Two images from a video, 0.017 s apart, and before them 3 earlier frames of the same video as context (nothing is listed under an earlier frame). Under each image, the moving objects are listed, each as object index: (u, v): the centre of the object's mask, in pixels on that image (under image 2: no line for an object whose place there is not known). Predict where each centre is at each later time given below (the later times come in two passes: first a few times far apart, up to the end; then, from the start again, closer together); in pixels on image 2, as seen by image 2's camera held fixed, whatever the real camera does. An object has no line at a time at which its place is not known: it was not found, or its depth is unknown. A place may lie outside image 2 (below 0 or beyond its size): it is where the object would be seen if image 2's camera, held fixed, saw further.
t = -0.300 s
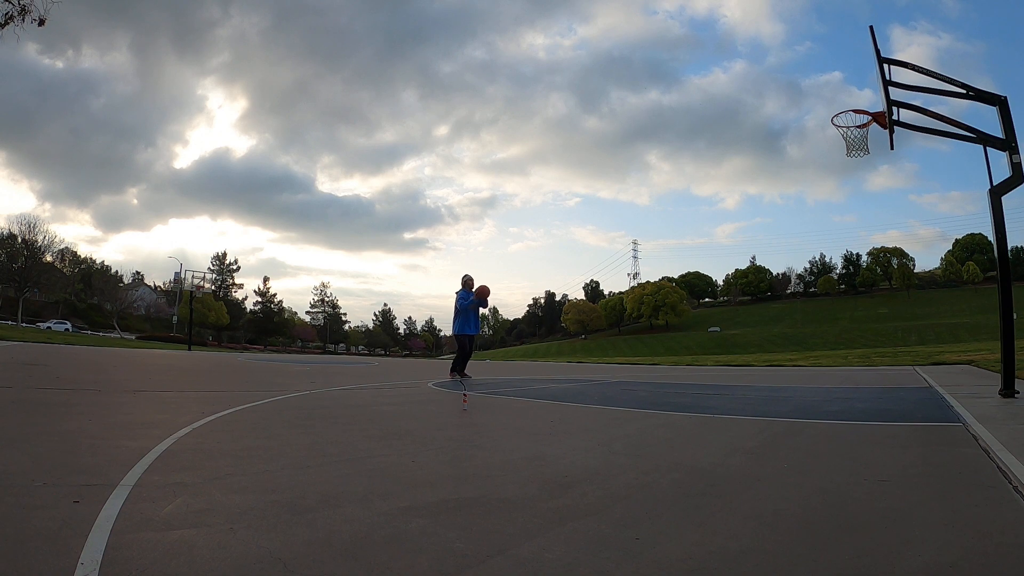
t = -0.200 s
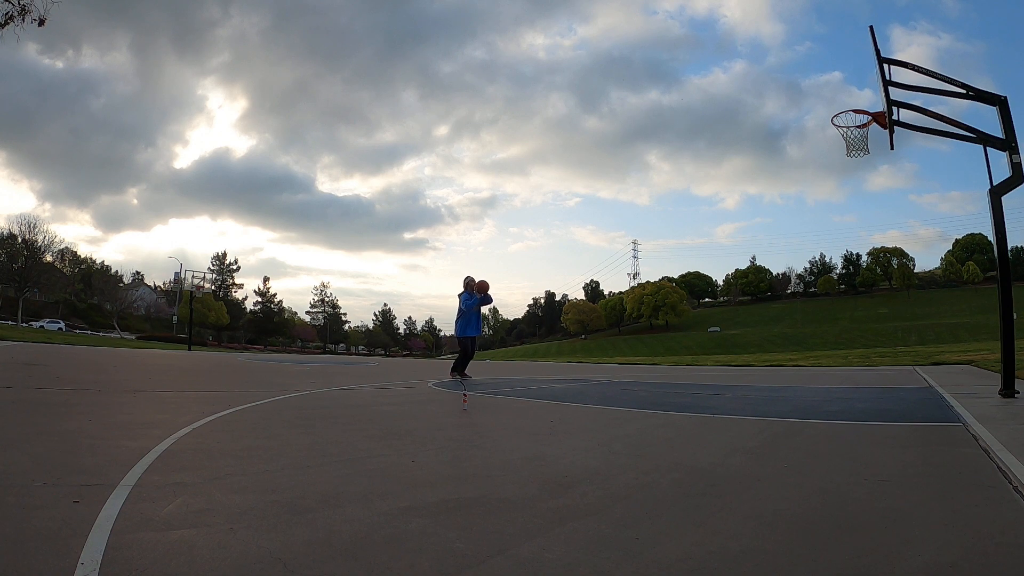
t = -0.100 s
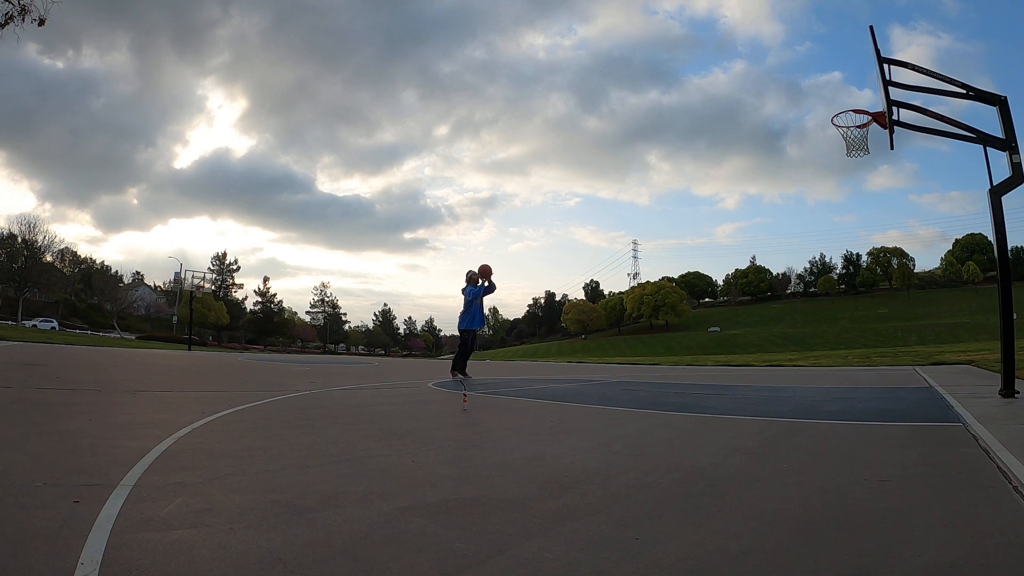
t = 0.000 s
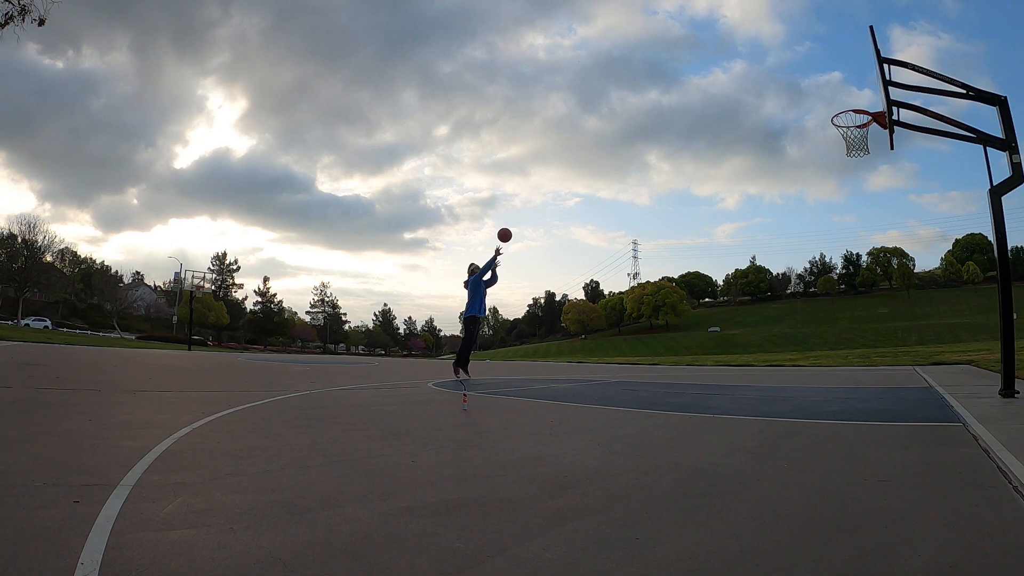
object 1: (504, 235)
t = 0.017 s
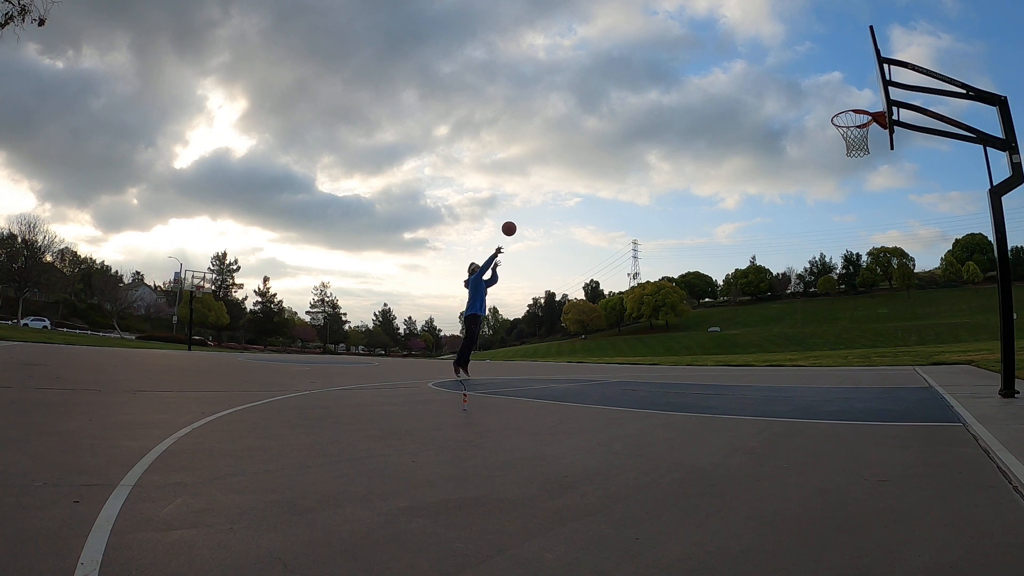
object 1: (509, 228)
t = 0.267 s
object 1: (581, 146)
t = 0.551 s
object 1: (676, 93)
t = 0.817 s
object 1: (784, 89)
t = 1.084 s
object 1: (855, 149)
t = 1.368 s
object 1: (831, 210)
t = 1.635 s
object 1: (812, 320)
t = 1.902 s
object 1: (787, 329)
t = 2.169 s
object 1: (759, 276)
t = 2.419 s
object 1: (736, 274)
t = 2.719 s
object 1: (712, 327)
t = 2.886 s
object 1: (699, 378)
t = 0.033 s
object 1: (513, 222)
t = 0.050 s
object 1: (518, 216)
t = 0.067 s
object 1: (522, 210)
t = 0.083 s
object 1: (527, 204)
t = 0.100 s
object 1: (532, 198)
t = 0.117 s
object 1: (536, 192)
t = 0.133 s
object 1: (541, 186)
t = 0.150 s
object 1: (546, 181)
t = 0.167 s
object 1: (551, 175)
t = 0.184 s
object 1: (556, 170)
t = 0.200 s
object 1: (561, 165)
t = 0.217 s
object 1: (565, 160)
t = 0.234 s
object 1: (571, 155)
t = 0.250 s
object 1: (576, 151)
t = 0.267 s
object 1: (581, 146)
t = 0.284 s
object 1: (586, 142)
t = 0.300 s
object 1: (591, 138)
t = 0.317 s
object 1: (596, 134)
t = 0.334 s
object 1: (601, 130)
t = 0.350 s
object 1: (607, 126)
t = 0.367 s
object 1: (612, 122)
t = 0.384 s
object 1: (618, 119)
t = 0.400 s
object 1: (623, 116)
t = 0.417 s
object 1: (629, 112)
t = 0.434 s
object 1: (634, 109)
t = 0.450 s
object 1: (640, 106)
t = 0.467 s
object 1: (646, 104)
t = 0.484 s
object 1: (652, 101)
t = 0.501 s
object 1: (658, 99)
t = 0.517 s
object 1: (663, 97)
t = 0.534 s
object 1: (670, 95)
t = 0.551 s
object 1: (676, 93)
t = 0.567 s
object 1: (682, 91)
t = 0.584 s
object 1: (688, 90)
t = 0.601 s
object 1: (694, 88)
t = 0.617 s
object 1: (701, 87)
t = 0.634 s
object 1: (707, 86)
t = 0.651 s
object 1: (714, 86)
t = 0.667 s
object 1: (720, 85)
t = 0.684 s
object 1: (727, 85)
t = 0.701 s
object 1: (734, 84)
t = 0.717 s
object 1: (740, 84)
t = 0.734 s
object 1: (747, 85)
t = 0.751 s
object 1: (755, 85)
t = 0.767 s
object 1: (762, 86)
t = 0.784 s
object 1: (769, 87)
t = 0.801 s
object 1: (776, 88)
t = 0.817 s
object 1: (784, 89)
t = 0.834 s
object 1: (791, 91)
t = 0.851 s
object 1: (799, 93)
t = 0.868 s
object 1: (807, 95)
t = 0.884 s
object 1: (815, 98)
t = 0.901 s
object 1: (823, 100)
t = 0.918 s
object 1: (831, 103)
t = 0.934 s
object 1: (839, 106)
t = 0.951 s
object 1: (847, 110)
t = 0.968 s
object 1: (855, 115)
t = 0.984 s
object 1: (860, 120)
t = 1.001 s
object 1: (860, 125)
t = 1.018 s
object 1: (860, 131)
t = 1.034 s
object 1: (859, 138)
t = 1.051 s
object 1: (858, 143)
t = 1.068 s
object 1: (857, 147)
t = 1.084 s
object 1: (855, 149)
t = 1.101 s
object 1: (853, 151)
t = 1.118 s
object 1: (852, 153)
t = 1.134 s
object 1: (850, 155)
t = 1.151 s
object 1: (849, 158)
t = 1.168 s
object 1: (847, 161)
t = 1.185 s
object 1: (846, 164)
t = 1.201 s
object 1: (844, 167)
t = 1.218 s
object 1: (843, 170)
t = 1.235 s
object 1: (841, 174)
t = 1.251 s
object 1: (840, 178)
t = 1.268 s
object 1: (839, 182)
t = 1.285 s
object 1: (838, 186)
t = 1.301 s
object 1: (836, 191)
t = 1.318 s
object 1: (835, 195)
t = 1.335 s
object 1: (834, 200)
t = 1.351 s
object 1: (832, 205)
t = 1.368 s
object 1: (831, 210)
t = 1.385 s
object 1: (830, 216)
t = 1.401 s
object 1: (829, 222)
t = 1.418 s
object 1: (828, 227)
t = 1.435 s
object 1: (827, 233)
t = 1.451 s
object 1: (825, 240)
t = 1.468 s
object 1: (824, 246)
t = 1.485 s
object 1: (823, 253)
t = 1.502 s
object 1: (822, 259)
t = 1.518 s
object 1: (821, 267)
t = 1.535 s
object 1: (820, 273)
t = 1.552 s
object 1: (819, 281)
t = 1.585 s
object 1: (816, 296)
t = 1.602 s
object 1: (815, 303)
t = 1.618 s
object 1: (814, 311)
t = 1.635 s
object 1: (812, 320)
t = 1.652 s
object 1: (811, 328)
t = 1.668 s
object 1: (810, 336)
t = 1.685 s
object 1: (808, 345)
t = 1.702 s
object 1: (807, 354)
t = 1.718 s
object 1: (805, 363)
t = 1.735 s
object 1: (804, 372)
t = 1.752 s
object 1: (802, 381)
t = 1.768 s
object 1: (801, 378)
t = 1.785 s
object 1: (799, 371)
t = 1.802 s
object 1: (797, 365)
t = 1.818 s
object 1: (796, 358)
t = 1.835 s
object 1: (794, 352)
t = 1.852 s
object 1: (792, 346)
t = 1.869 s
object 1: (790, 340)
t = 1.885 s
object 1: (789, 334)
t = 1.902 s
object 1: (787, 329)
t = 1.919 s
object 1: (785, 324)
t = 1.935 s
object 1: (783, 319)
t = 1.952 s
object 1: (781, 315)
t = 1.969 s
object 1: (780, 311)
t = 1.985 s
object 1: (778, 306)
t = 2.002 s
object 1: (776, 303)
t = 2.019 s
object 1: (775, 299)
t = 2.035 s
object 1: (773, 295)
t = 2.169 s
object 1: (759, 276)
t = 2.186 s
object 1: (758, 275)
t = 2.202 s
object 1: (756, 274)
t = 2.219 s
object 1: (754, 273)
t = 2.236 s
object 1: (752, 272)
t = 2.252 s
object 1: (751, 271)
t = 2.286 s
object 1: (748, 270)
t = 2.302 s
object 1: (747, 270)
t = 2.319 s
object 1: (745, 270)
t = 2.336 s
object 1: (743, 271)
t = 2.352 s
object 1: (742, 271)
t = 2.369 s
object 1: (740, 272)
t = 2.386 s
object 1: (739, 273)
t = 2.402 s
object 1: (738, 273)
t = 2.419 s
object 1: (736, 274)
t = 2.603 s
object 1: (721, 300)
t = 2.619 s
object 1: (720, 303)
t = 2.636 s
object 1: (719, 306)
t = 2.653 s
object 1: (717, 310)
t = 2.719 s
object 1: (712, 327)
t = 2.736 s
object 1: (711, 331)
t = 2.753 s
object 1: (709, 336)
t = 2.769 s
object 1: (708, 341)
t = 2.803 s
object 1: (706, 351)
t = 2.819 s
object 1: (704, 356)
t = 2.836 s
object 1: (703, 362)
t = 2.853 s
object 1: (702, 368)
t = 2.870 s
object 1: (700, 373)
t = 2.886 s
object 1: (699, 378)
